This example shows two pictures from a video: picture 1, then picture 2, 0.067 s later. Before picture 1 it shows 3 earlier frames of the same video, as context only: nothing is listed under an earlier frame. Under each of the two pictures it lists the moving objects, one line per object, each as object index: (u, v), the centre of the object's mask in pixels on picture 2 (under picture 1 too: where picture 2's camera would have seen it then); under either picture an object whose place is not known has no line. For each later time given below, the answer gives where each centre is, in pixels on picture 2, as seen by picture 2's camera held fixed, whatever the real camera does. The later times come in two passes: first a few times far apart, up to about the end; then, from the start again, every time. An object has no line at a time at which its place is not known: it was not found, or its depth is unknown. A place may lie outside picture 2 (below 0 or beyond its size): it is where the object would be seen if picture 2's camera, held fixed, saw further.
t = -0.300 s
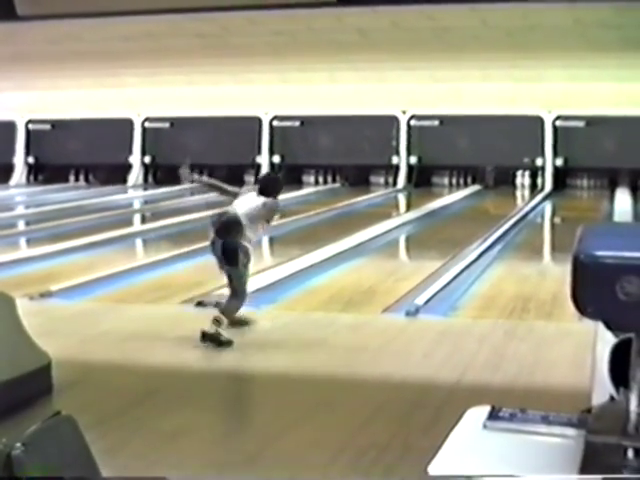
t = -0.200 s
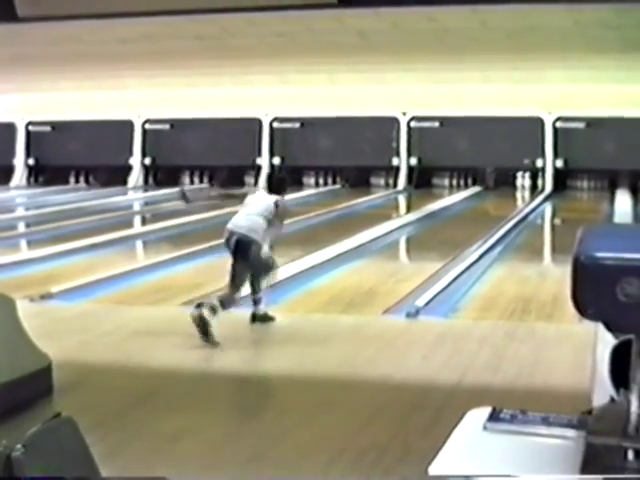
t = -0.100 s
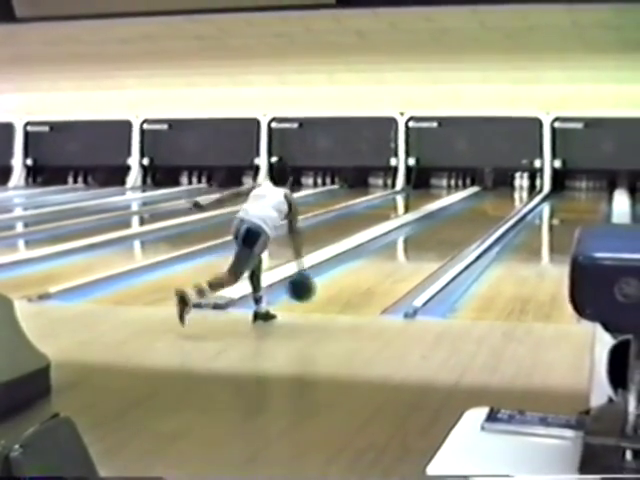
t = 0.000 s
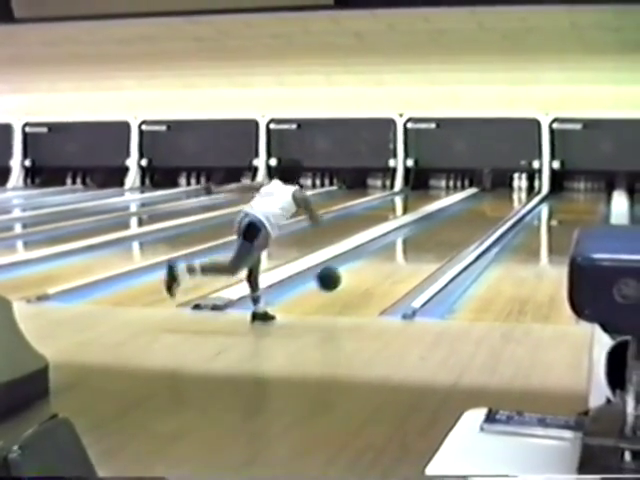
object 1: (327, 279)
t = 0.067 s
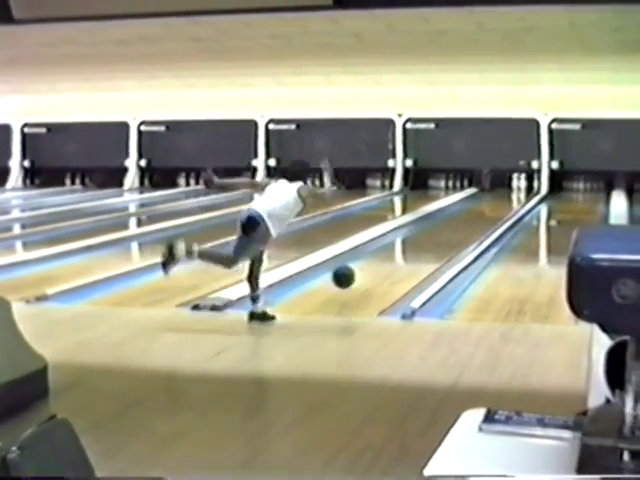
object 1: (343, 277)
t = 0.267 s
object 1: (381, 267)
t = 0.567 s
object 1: (422, 244)
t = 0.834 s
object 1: (445, 230)
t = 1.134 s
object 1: (465, 217)
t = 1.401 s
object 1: (478, 209)
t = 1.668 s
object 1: (486, 203)
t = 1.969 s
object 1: (492, 196)
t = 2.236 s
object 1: (497, 192)
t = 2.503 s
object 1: (499, 188)
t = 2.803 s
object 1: (501, 185)
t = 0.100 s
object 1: (350, 277)
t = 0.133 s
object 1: (357, 278)
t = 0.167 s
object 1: (364, 278)
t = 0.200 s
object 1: (370, 273)
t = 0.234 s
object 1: (376, 270)
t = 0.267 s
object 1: (381, 267)
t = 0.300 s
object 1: (386, 265)
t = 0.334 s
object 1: (392, 262)
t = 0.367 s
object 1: (397, 259)
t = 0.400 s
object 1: (401, 256)
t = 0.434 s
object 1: (406, 253)
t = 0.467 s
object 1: (410, 251)
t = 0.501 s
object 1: (414, 249)
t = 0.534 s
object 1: (418, 246)
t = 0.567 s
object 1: (422, 244)
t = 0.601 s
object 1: (425, 242)
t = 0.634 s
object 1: (428, 240)
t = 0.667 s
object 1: (431, 239)
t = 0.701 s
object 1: (435, 237)
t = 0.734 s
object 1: (438, 235)
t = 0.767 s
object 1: (440, 234)
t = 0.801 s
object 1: (443, 232)
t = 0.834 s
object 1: (445, 230)
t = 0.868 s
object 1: (448, 228)
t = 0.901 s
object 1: (450, 226)
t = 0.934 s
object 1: (453, 225)
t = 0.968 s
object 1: (455, 224)
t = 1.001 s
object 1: (457, 222)
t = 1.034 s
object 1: (460, 221)
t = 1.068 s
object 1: (461, 220)
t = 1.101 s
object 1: (463, 218)
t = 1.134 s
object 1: (465, 217)
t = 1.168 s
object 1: (467, 216)
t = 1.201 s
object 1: (469, 215)
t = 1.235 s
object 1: (470, 214)
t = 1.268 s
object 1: (472, 213)
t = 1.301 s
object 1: (474, 212)
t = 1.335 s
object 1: (475, 211)
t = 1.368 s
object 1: (476, 210)
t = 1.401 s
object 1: (478, 209)
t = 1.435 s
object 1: (478, 209)
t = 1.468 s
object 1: (480, 208)
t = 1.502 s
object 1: (481, 207)
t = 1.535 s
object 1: (482, 206)
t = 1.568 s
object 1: (483, 205)
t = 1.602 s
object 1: (484, 204)
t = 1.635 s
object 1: (485, 204)
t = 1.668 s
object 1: (486, 203)
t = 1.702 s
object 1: (487, 202)
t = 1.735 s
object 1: (488, 201)
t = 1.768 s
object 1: (489, 200)
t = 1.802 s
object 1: (490, 200)
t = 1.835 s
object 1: (490, 199)
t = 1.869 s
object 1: (491, 198)
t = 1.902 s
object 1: (492, 198)
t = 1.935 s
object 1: (492, 197)
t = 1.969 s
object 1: (492, 196)
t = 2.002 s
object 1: (493, 196)
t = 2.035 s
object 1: (494, 195)
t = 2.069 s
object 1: (496, 194)
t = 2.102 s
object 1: (495, 194)
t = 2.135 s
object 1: (496, 193)
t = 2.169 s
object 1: (497, 193)
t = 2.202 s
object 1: (497, 192)
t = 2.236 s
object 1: (497, 192)
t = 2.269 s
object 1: (498, 191)
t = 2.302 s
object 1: (498, 190)
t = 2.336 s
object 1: (498, 190)
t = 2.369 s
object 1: (498, 190)
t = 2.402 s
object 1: (499, 190)
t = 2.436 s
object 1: (499, 189)
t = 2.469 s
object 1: (499, 189)
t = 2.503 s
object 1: (499, 188)
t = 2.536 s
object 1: (500, 188)
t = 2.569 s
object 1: (498, 189)
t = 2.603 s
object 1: (498, 189)
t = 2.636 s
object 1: (500, 187)
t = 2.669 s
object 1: (500, 186)
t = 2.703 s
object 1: (502, 185)
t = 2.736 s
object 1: (501, 185)
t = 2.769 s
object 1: (501, 185)
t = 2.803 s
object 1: (501, 185)
